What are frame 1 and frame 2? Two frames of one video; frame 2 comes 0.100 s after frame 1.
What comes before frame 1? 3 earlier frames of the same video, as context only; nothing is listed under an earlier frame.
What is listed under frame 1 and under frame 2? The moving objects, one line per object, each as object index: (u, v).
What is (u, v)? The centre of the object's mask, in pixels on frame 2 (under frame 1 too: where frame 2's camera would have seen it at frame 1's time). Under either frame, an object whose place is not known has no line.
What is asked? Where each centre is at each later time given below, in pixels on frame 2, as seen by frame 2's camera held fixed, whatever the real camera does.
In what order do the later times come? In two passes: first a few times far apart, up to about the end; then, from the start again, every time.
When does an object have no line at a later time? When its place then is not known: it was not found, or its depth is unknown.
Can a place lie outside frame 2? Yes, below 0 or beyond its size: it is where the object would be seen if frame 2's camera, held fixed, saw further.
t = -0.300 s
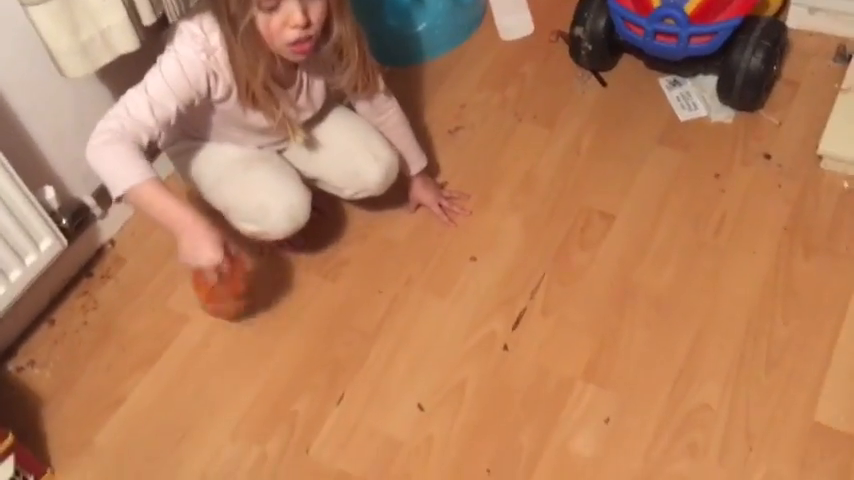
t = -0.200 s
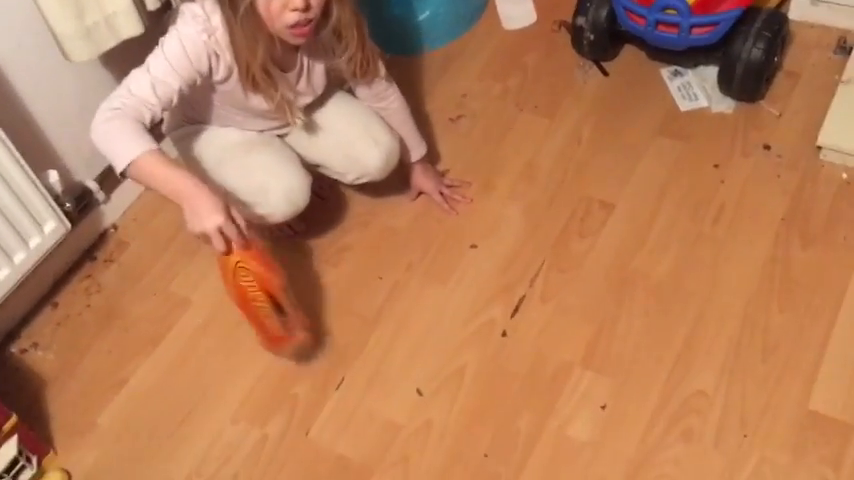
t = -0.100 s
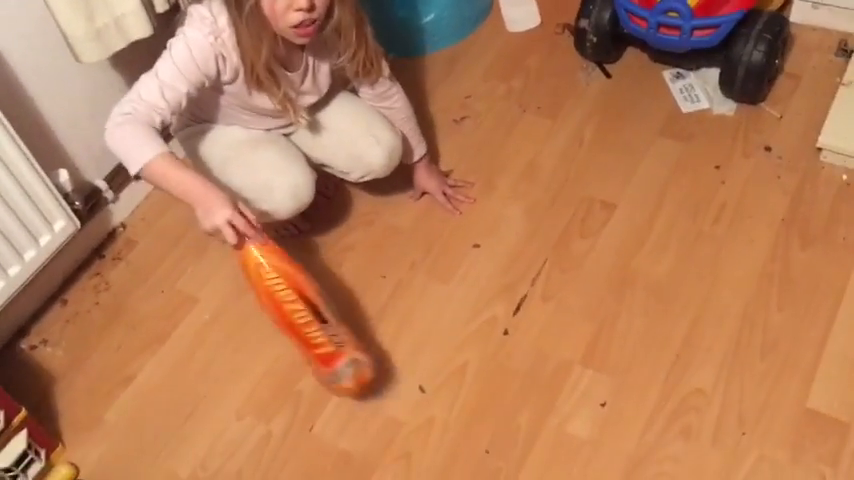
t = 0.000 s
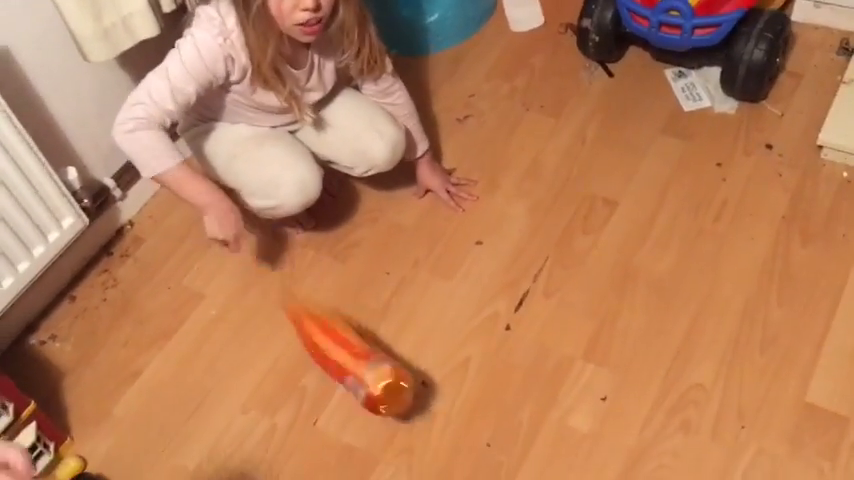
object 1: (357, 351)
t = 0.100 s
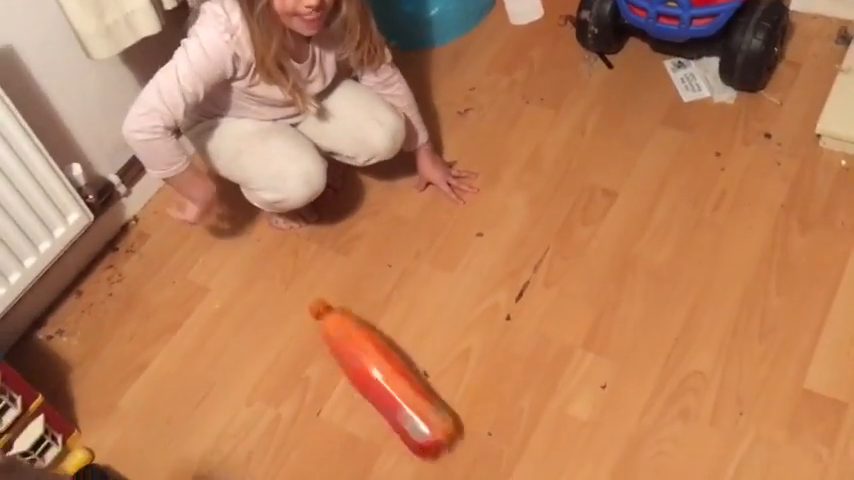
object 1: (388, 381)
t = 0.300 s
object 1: (473, 434)
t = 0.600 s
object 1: (511, 426)
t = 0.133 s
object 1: (401, 388)
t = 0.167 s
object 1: (418, 400)
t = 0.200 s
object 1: (436, 412)
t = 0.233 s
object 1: (454, 425)
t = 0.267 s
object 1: (466, 431)
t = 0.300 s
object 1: (473, 434)
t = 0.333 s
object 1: (480, 437)
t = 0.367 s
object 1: (488, 439)
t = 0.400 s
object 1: (495, 439)
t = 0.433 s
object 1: (500, 437)
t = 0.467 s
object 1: (504, 435)
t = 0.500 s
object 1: (507, 432)
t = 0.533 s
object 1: (509, 431)
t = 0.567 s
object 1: (510, 428)
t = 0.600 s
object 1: (511, 426)
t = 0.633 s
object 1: (513, 425)
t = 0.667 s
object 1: (514, 423)
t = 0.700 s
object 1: (516, 420)
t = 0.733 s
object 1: (518, 418)
